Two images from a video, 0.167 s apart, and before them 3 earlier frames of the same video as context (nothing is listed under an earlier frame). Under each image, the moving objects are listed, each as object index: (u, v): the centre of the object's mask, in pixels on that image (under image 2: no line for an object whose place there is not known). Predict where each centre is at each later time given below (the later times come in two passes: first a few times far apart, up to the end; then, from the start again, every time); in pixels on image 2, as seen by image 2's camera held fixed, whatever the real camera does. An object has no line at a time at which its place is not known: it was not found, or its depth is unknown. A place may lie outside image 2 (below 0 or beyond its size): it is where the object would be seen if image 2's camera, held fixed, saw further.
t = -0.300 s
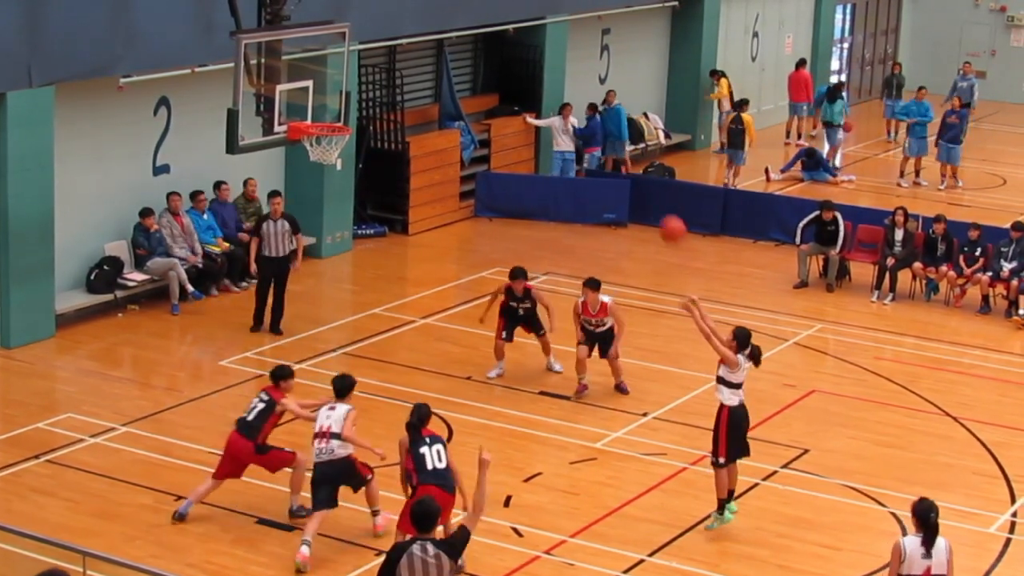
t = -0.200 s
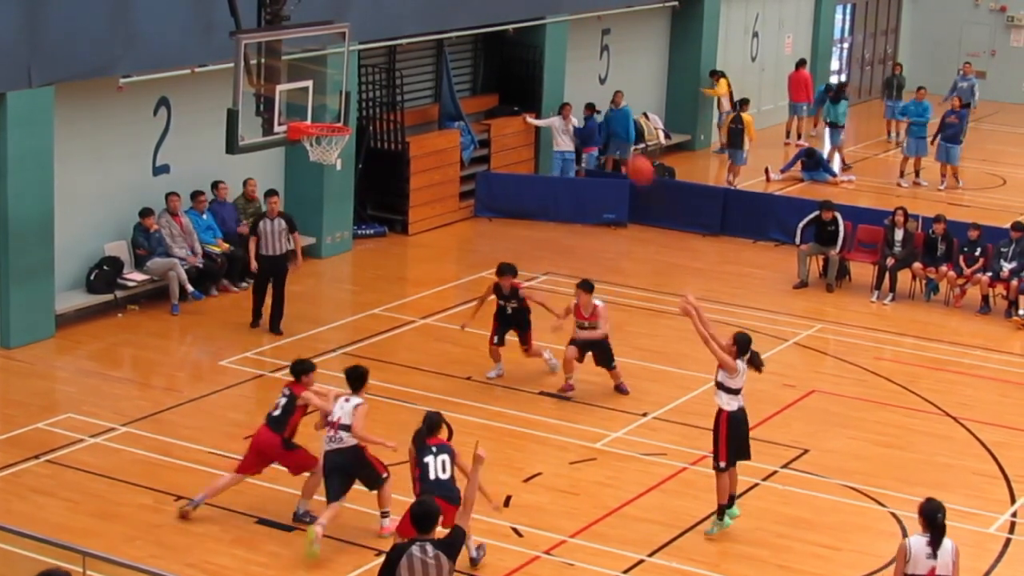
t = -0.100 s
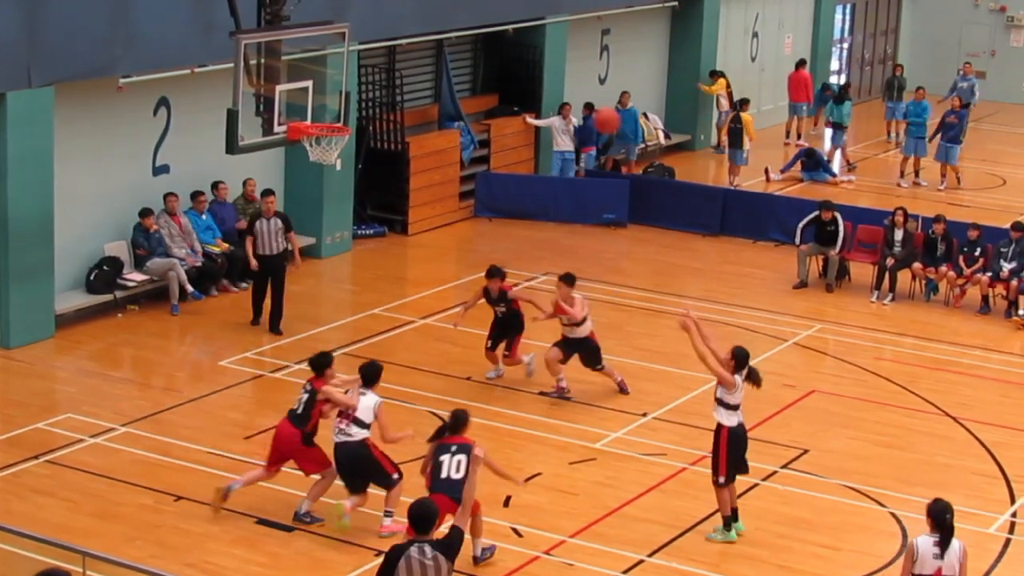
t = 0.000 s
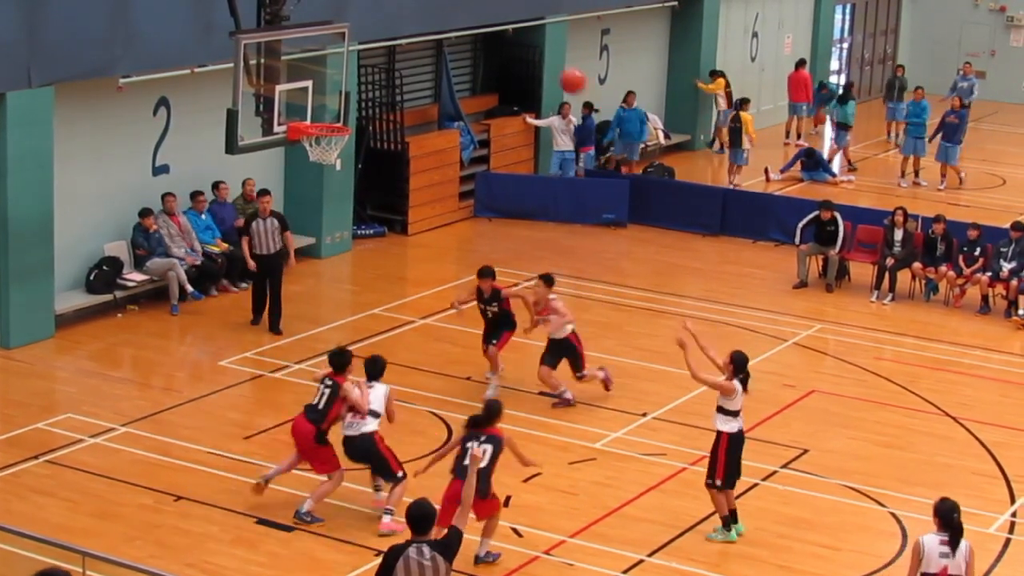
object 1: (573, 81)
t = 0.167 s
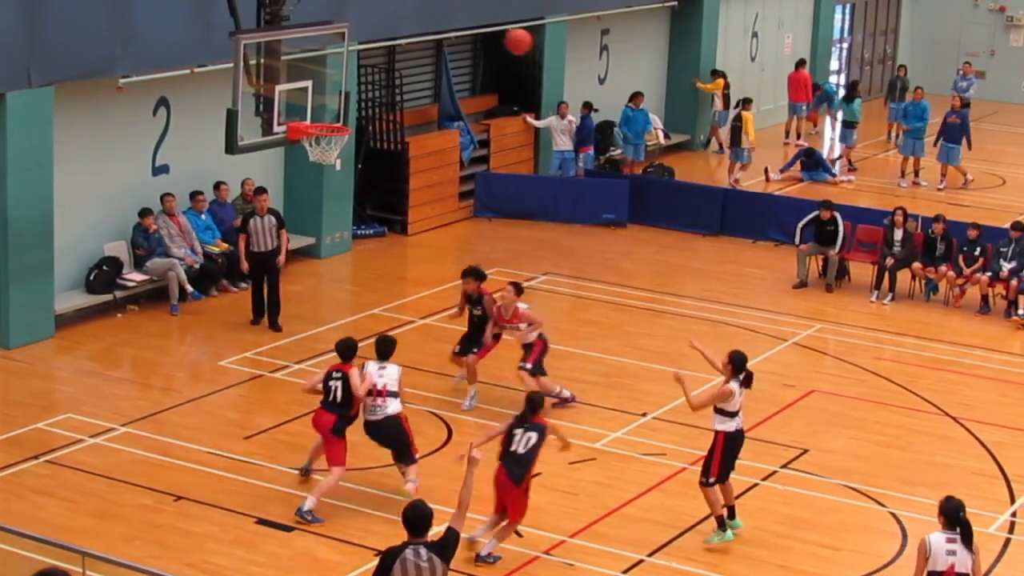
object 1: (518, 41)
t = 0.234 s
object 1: (497, 34)
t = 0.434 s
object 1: (434, 39)
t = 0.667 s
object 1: (363, 95)
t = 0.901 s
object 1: (319, 126)
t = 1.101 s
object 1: (330, 127)
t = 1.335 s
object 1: (308, 158)
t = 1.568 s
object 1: (300, 225)
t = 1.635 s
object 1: (297, 254)
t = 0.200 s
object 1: (508, 37)
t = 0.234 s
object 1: (497, 34)
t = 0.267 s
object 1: (486, 32)
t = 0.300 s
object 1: (476, 31)
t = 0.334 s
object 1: (465, 31)
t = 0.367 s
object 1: (455, 33)
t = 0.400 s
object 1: (444, 36)
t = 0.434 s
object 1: (434, 39)
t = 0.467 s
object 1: (424, 44)
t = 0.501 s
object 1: (413, 50)
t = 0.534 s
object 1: (403, 57)
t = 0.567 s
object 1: (392, 65)
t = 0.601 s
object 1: (382, 74)
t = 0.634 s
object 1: (372, 84)
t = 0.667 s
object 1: (363, 95)
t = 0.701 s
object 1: (353, 107)
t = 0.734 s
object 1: (343, 119)
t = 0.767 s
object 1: (334, 122)
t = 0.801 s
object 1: (326, 121)
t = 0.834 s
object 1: (320, 124)
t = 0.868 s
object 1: (319, 125)
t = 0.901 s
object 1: (319, 126)
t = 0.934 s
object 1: (323, 126)
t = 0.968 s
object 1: (330, 126)
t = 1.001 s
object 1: (333, 126)
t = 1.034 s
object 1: (335, 126)
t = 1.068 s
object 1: (335, 126)
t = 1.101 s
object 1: (330, 127)
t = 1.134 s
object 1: (326, 129)
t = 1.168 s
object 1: (320, 136)
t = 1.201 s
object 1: (316, 138)
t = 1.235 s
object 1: (311, 145)
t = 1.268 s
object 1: (311, 149)
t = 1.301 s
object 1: (309, 153)
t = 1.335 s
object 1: (308, 158)
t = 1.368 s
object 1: (307, 165)
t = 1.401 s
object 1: (305, 172)
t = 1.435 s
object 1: (305, 181)
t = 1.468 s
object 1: (304, 190)
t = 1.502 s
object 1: (302, 201)
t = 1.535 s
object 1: (301, 213)
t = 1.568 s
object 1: (300, 225)
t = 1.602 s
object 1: (299, 240)
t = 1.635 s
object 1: (297, 254)
